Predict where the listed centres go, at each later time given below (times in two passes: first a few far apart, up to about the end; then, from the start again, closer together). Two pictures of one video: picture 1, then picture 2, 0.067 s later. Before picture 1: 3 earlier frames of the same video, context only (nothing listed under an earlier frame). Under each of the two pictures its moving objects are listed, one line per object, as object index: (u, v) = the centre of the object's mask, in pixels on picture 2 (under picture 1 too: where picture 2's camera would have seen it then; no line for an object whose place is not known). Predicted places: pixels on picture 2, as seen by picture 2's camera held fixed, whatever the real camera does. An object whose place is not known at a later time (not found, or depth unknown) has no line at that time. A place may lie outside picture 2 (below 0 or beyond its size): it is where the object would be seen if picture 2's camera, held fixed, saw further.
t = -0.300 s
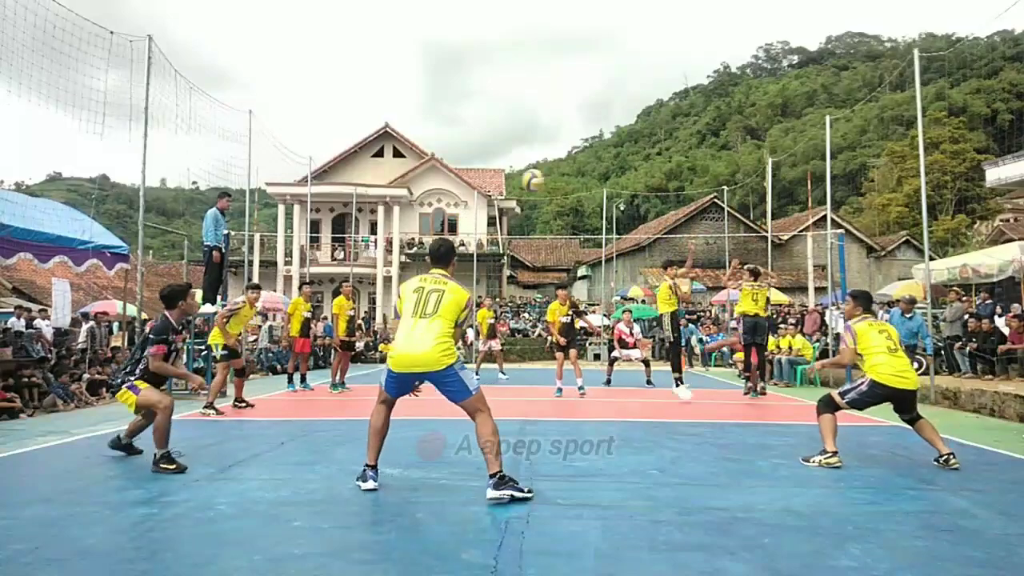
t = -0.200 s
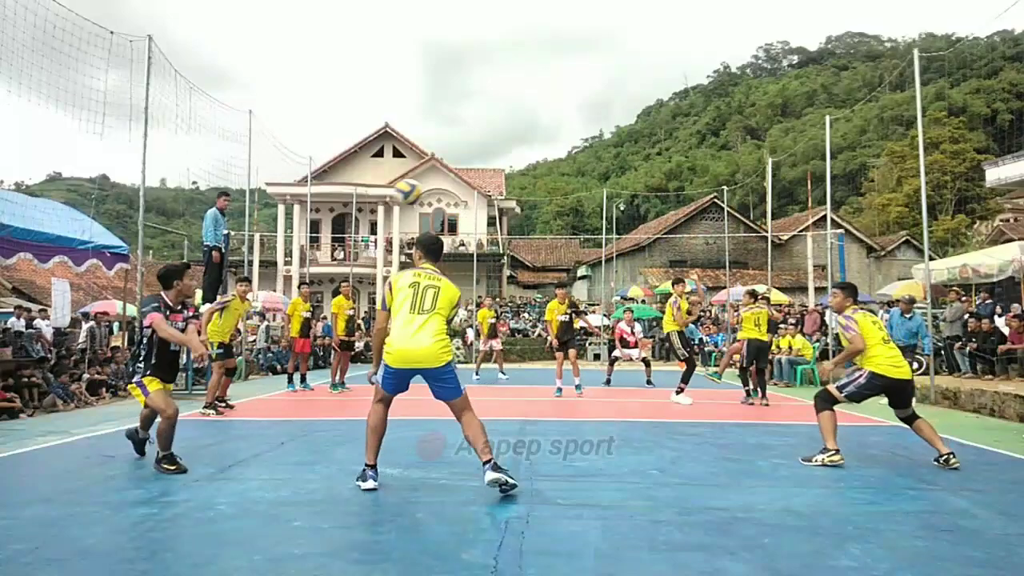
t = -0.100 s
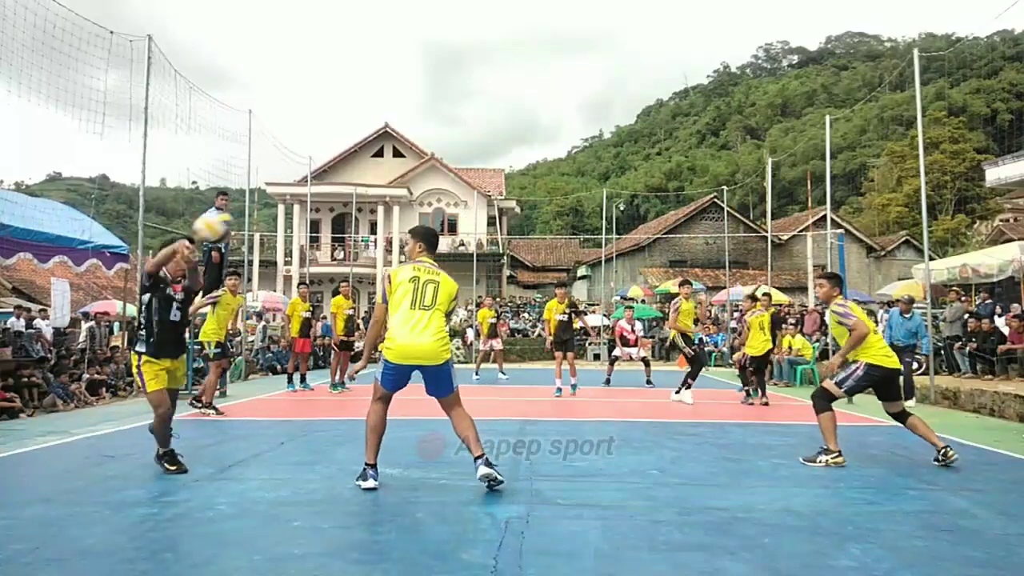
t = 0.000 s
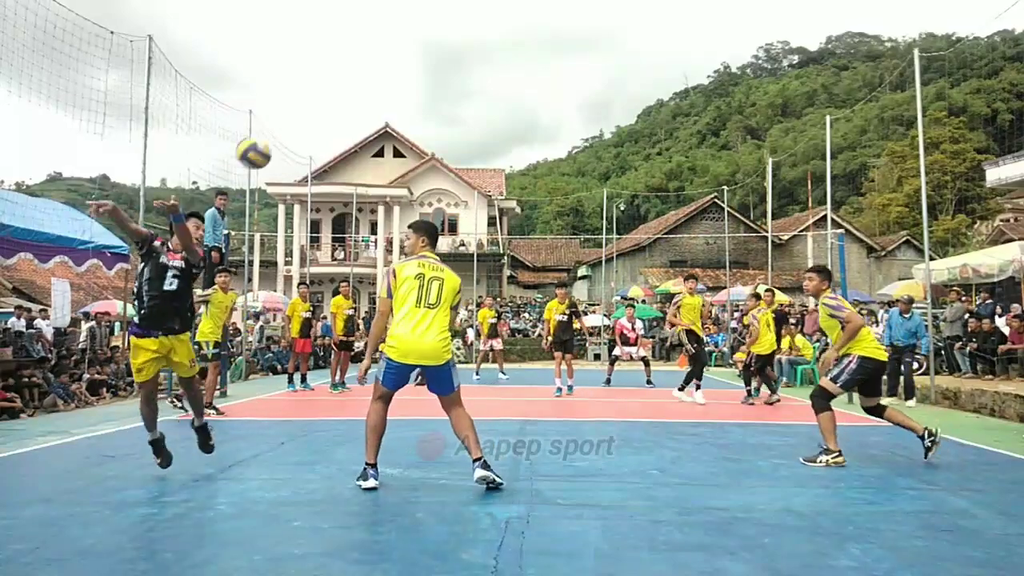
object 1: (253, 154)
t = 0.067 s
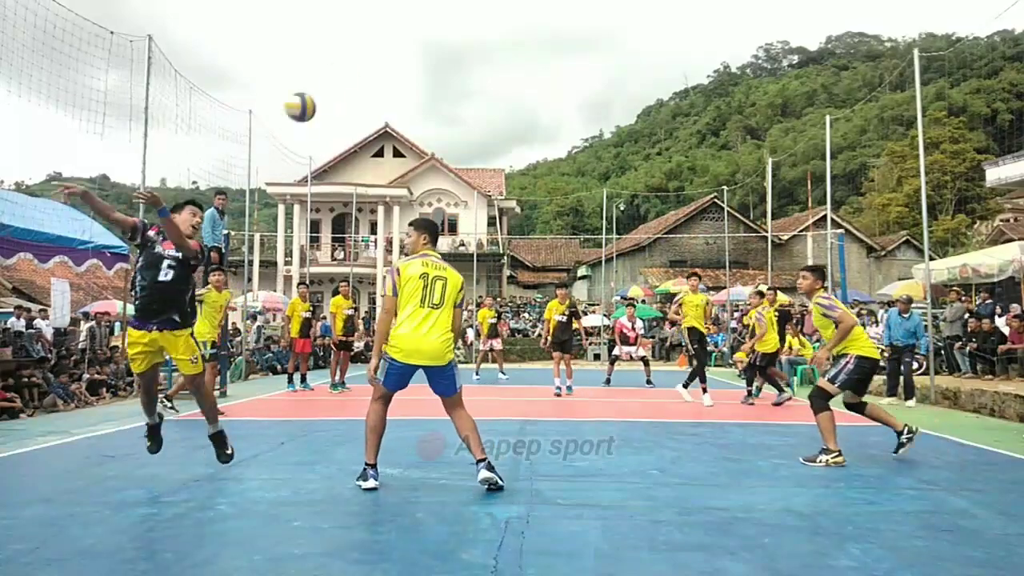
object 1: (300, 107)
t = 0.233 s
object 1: (395, 35)
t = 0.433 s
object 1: (481, 10)
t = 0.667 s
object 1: (557, 36)
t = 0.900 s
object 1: (615, 105)
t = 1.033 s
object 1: (643, 156)
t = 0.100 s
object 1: (322, 89)
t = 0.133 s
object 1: (342, 73)
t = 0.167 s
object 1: (360, 57)
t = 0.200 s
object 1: (378, 45)
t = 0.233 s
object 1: (395, 35)
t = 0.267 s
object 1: (411, 28)
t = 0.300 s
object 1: (426, 21)
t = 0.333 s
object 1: (441, 15)
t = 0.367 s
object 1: (455, 12)
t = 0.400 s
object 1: (468, 11)
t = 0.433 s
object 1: (481, 10)
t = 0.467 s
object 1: (493, 12)
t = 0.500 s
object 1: (505, 12)
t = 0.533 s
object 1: (516, 15)
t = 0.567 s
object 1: (527, 19)
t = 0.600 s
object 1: (537, 23)
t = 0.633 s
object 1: (547, 30)
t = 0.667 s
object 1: (557, 36)
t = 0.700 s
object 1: (566, 44)
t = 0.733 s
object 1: (575, 52)
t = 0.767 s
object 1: (584, 62)
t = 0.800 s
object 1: (592, 73)
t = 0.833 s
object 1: (600, 82)
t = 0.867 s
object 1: (608, 93)
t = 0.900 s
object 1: (615, 105)
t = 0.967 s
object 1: (630, 129)
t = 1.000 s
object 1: (636, 143)
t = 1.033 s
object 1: (643, 156)
